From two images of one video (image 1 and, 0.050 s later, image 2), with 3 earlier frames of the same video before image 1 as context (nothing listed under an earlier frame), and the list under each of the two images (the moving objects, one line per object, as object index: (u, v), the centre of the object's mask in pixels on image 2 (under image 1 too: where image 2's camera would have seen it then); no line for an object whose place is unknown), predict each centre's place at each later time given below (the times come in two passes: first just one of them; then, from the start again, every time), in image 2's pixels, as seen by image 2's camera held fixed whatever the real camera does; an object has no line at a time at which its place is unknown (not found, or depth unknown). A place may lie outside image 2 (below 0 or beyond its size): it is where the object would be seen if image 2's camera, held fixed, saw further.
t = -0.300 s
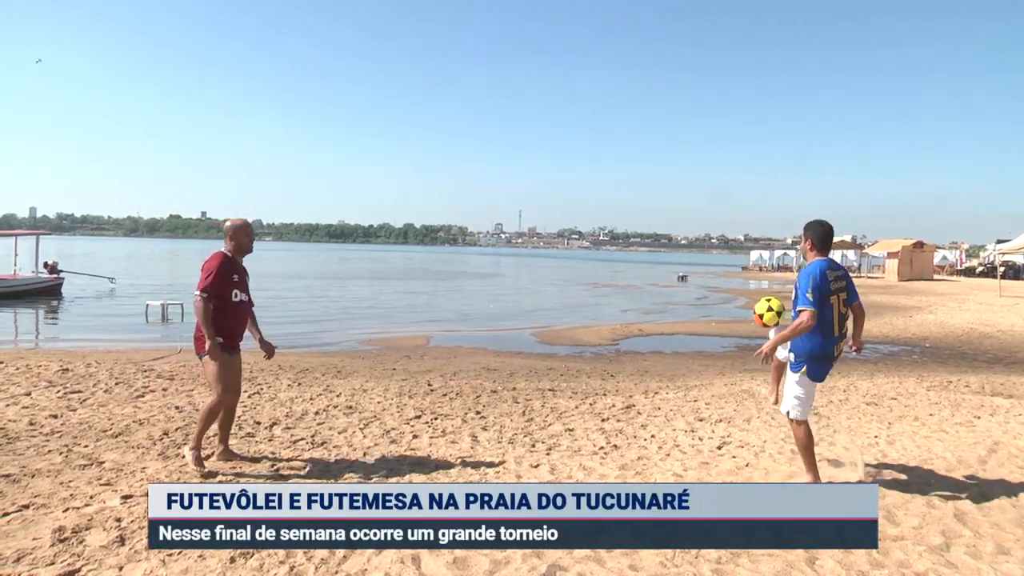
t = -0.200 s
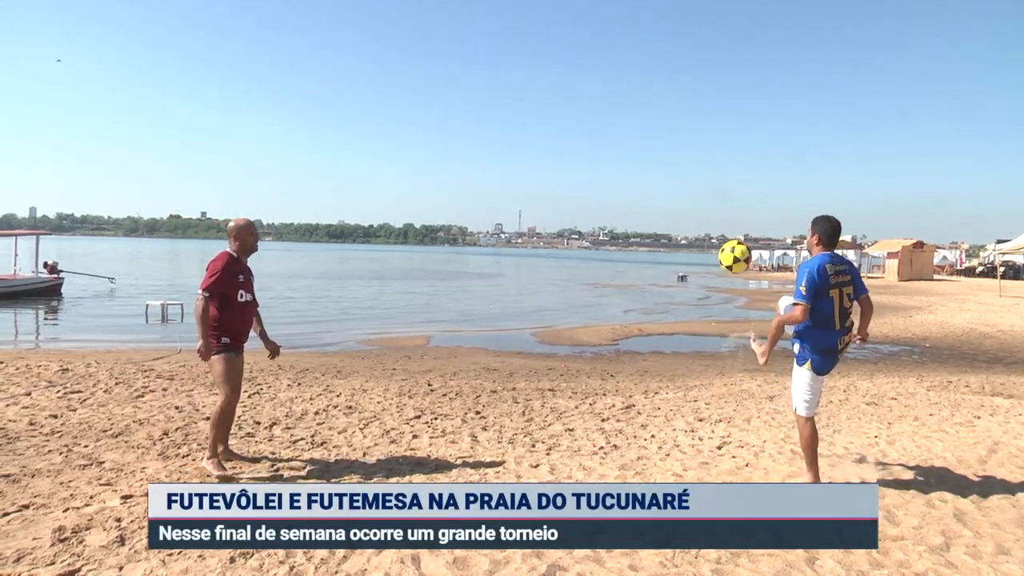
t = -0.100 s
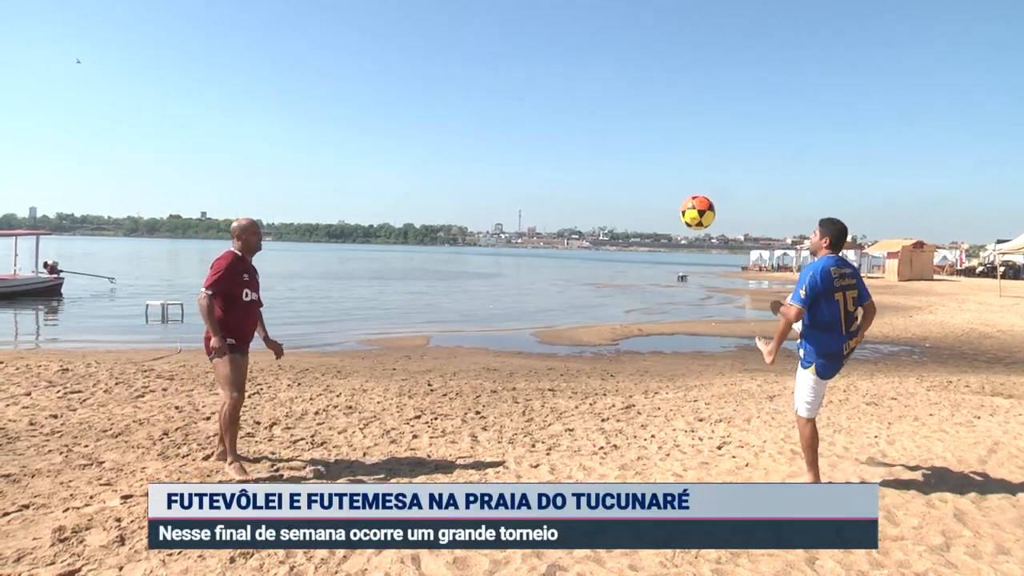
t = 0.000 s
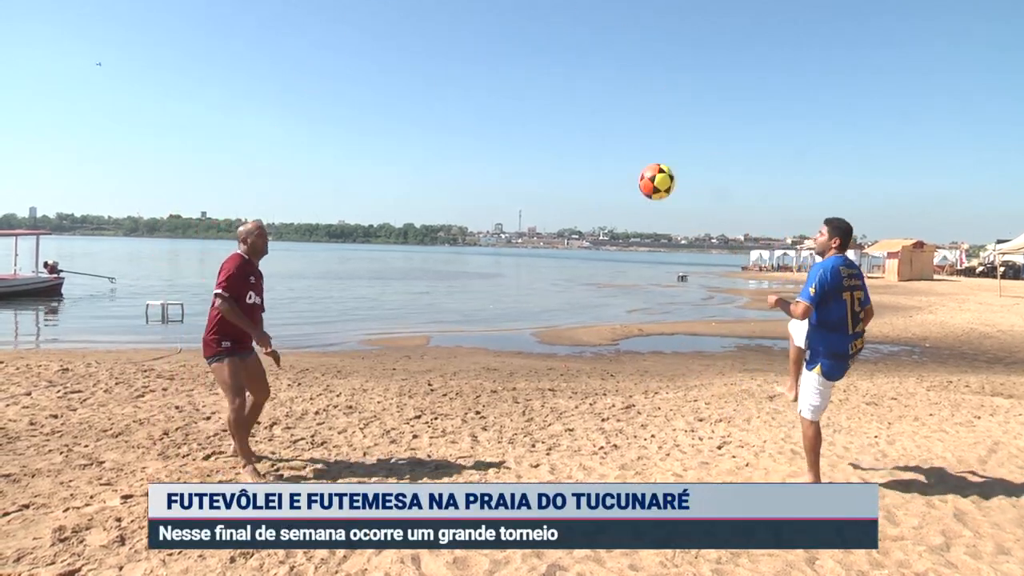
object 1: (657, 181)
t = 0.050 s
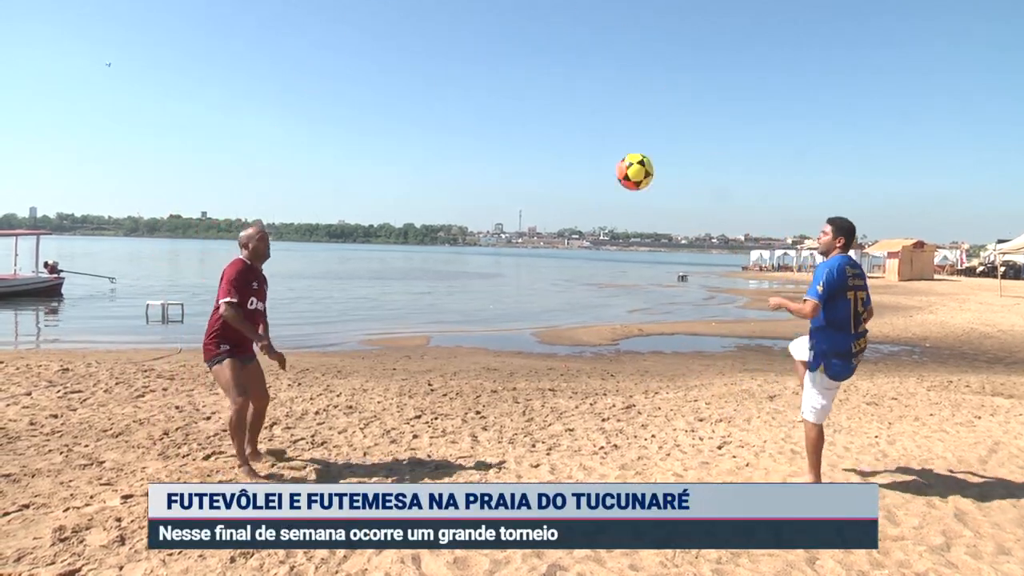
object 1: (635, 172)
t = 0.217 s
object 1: (554, 169)
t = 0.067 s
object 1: (627, 169)
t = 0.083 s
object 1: (620, 167)
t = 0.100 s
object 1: (612, 166)
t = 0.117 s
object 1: (604, 165)
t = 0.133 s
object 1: (596, 164)
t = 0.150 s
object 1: (588, 164)
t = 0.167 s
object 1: (579, 164)
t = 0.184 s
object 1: (571, 165)
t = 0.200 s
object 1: (562, 167)
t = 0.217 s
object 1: (554, 169)
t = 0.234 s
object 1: (545, 171)
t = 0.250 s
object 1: (536, 175)
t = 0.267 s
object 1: (527, 178)
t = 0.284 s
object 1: (518, 183)
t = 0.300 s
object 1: (509, 188)
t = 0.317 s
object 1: (499, 193)
